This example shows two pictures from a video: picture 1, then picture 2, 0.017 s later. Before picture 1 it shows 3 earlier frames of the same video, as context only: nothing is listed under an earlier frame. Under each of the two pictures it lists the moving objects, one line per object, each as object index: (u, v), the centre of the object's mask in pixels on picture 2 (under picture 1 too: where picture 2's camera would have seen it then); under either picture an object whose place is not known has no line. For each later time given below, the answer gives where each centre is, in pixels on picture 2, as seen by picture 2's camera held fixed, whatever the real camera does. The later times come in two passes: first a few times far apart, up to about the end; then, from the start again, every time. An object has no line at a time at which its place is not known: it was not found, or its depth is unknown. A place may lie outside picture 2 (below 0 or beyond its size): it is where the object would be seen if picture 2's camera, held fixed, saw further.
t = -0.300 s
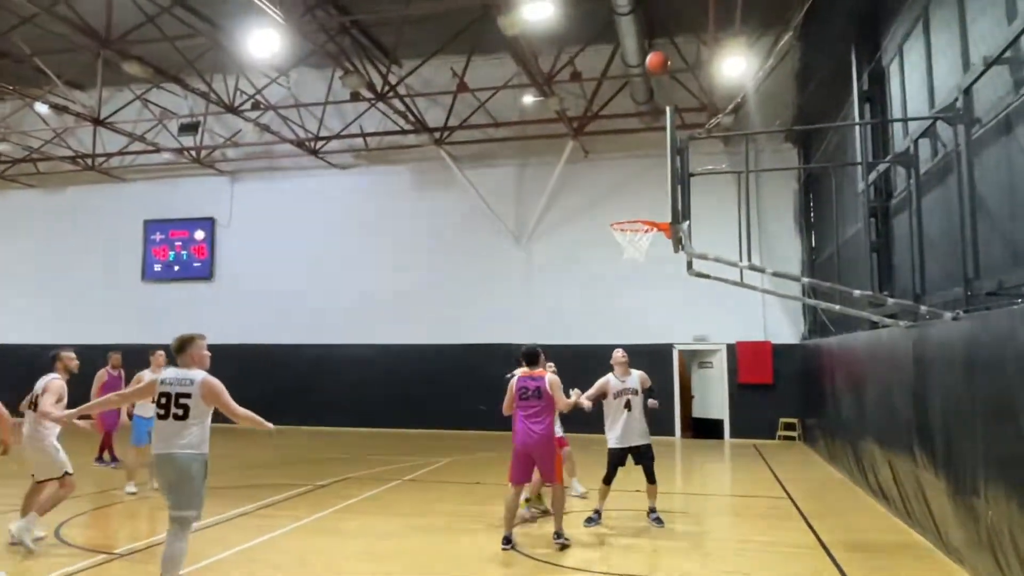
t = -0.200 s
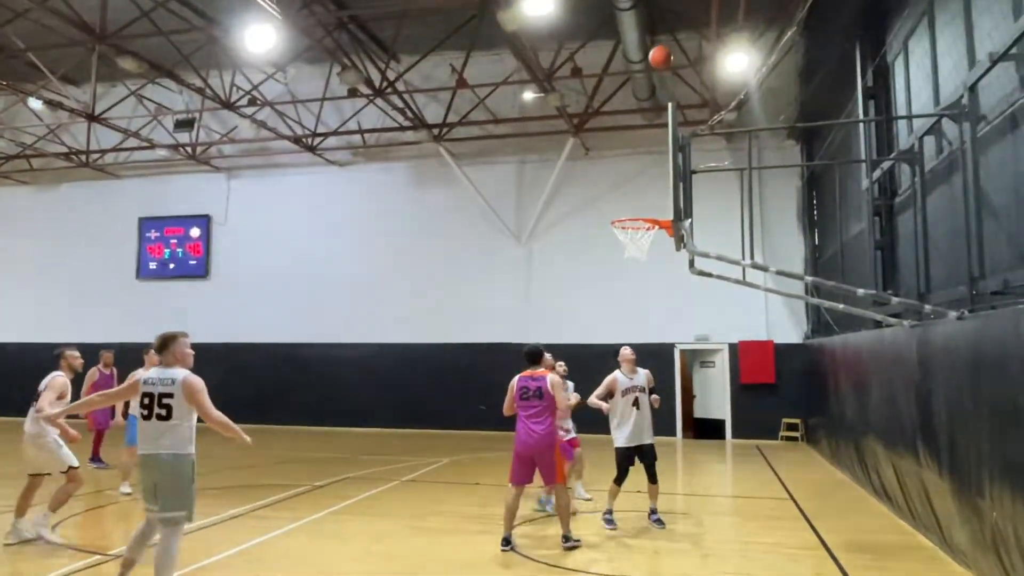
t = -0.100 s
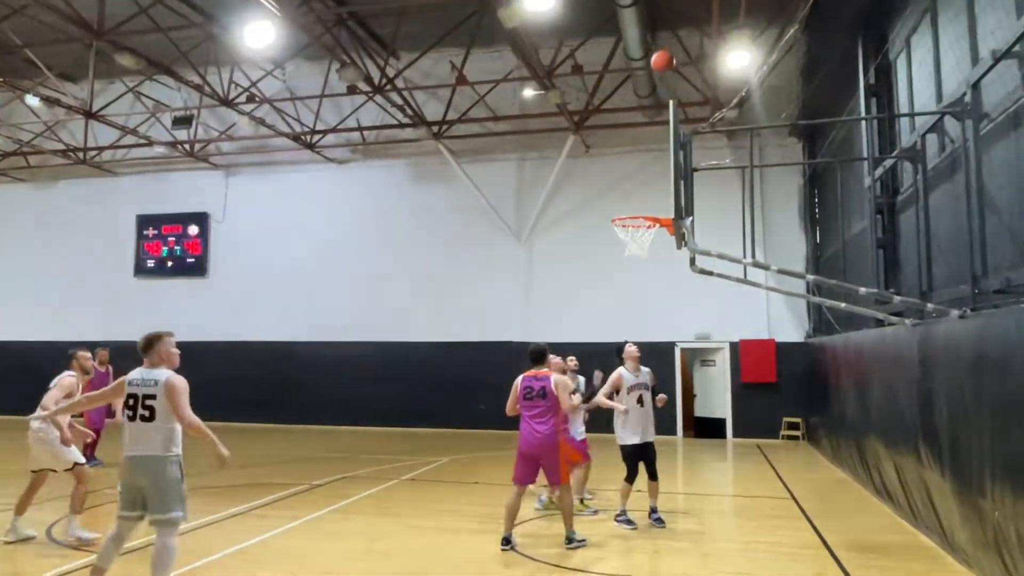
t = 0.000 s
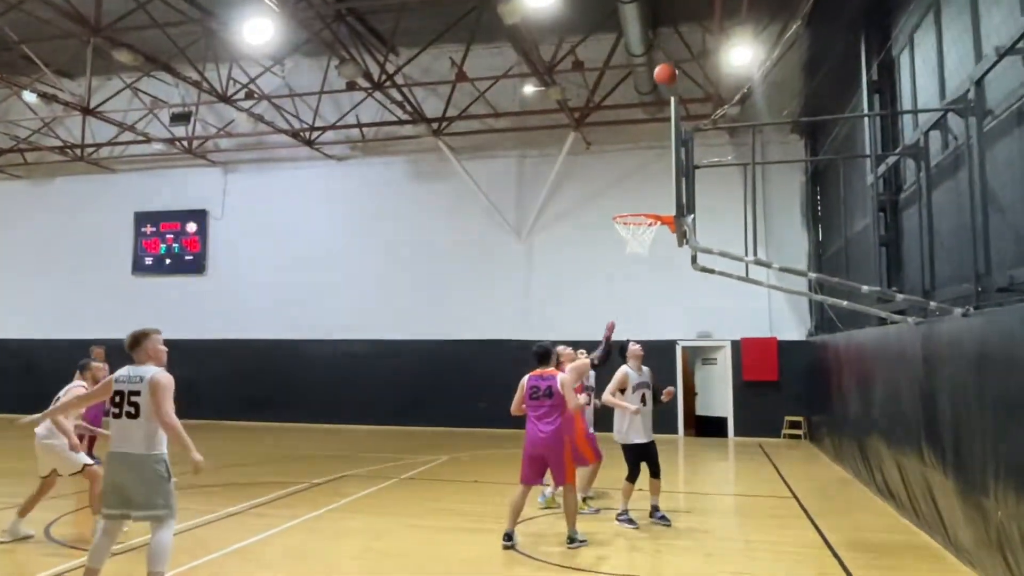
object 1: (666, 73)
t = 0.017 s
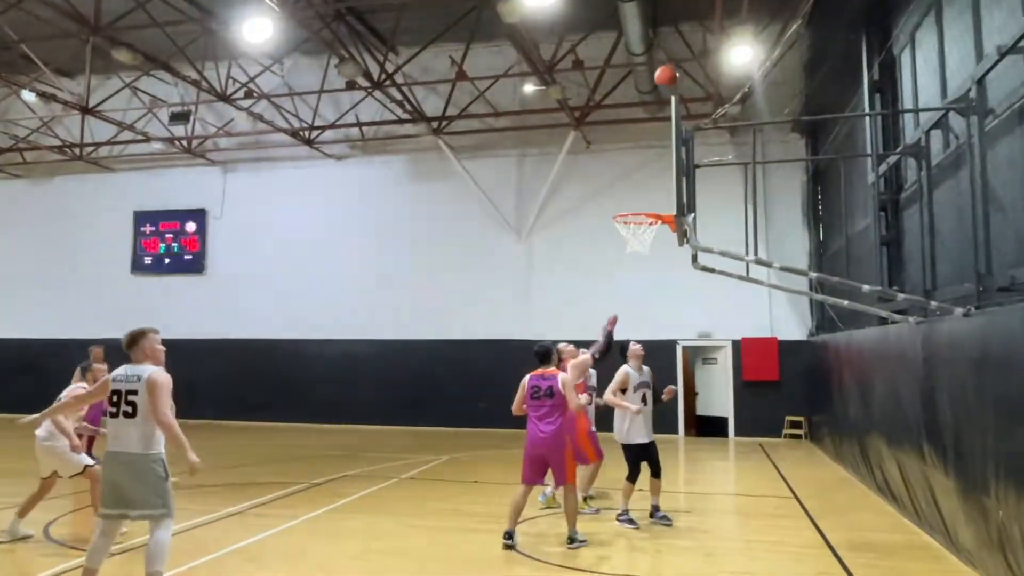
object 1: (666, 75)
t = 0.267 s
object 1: (658, 133)
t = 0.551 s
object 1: (600, 135)
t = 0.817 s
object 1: (550, 196)
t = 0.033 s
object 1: (666, 81)
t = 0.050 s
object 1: (667, 84)
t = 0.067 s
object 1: (666, 88)
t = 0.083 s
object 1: (666, 93)
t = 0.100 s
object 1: (665, 97)
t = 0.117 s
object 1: (664, 103)
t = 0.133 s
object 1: (664, 110)
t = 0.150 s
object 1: (664, 114)
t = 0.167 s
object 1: (664, 119)
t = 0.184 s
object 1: (664, 128)
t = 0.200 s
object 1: (664, 133)
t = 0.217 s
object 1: (665, 137)
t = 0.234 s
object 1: (663, 136)
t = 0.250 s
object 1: (661, 134)
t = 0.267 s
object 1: (658, 133)
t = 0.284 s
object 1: (654, 131)
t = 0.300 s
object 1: (651, 129)
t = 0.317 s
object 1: (647, 128)
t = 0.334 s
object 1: (643, 127)
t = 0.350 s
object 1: (640, 127)
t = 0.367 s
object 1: (636, 126)
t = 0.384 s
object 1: (633, 125)
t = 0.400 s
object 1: (630, 125)
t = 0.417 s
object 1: (626, 126)
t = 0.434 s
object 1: (622, 126)
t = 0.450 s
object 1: (619, 127)
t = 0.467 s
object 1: (616, 128)
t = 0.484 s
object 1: (612, 129)
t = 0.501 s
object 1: (609, 130)
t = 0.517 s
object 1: (606, 131)
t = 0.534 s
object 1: (603, 133)
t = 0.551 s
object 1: (600, 135)
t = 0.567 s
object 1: (595, 138)
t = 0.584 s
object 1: (593, 140)
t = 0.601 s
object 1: (590, 142)
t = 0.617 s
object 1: (587, 145)
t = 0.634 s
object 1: (583, 148)
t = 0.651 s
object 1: (580, 151)
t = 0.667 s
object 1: (577, 154)
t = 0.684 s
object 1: (574, 159)
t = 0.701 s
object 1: (571, 163)
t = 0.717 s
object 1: (567, 167)
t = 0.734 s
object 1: (564, 172)
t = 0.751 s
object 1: (562, 176)
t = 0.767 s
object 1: (558, 180)
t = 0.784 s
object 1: (555, 186)
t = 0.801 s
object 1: (553, 191)
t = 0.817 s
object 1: (550, 196)
